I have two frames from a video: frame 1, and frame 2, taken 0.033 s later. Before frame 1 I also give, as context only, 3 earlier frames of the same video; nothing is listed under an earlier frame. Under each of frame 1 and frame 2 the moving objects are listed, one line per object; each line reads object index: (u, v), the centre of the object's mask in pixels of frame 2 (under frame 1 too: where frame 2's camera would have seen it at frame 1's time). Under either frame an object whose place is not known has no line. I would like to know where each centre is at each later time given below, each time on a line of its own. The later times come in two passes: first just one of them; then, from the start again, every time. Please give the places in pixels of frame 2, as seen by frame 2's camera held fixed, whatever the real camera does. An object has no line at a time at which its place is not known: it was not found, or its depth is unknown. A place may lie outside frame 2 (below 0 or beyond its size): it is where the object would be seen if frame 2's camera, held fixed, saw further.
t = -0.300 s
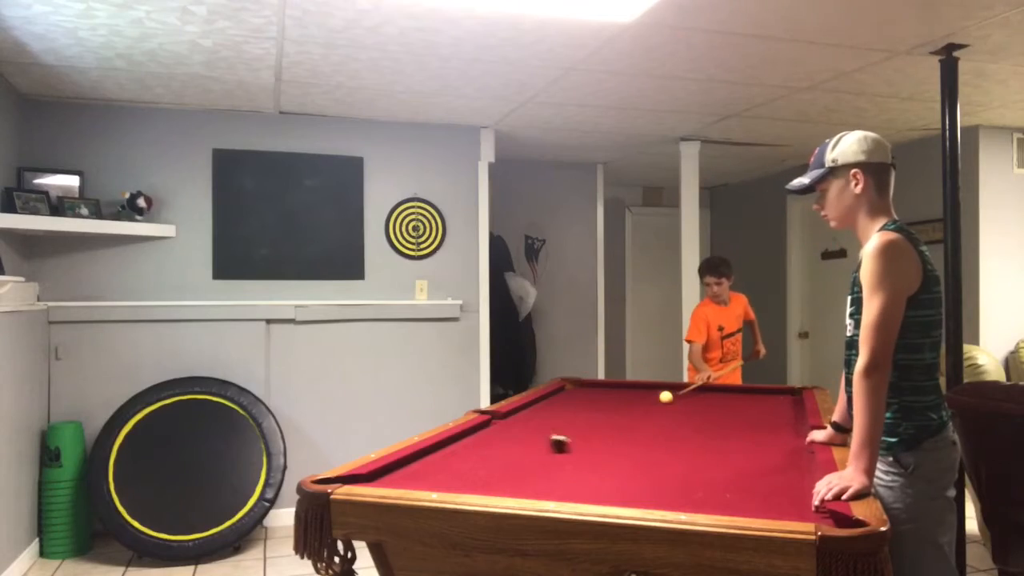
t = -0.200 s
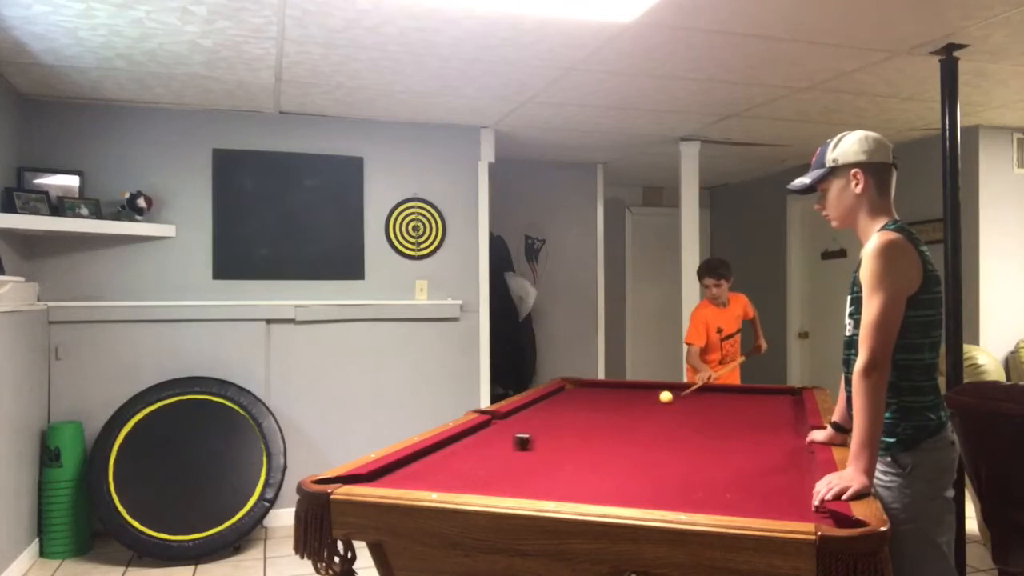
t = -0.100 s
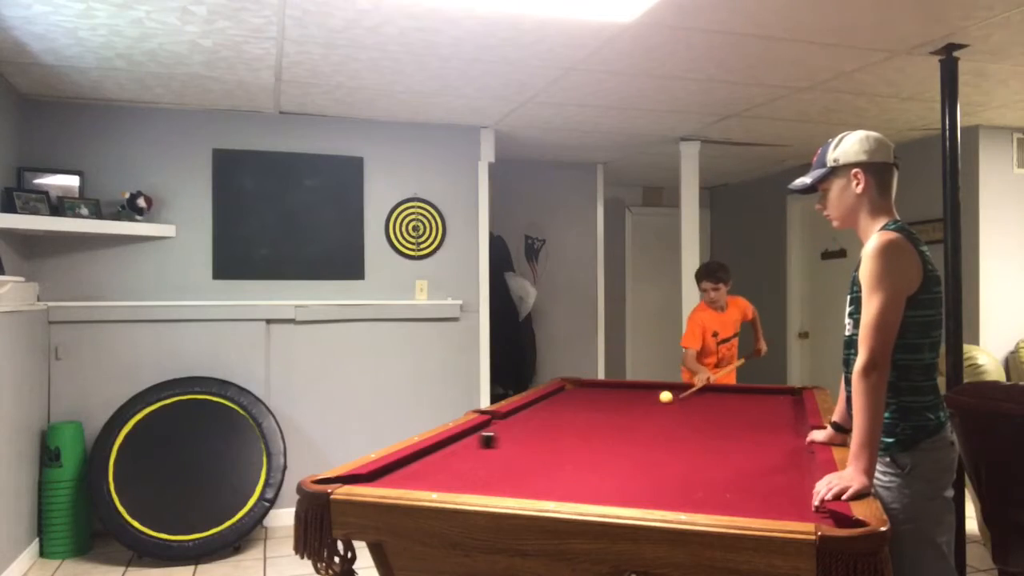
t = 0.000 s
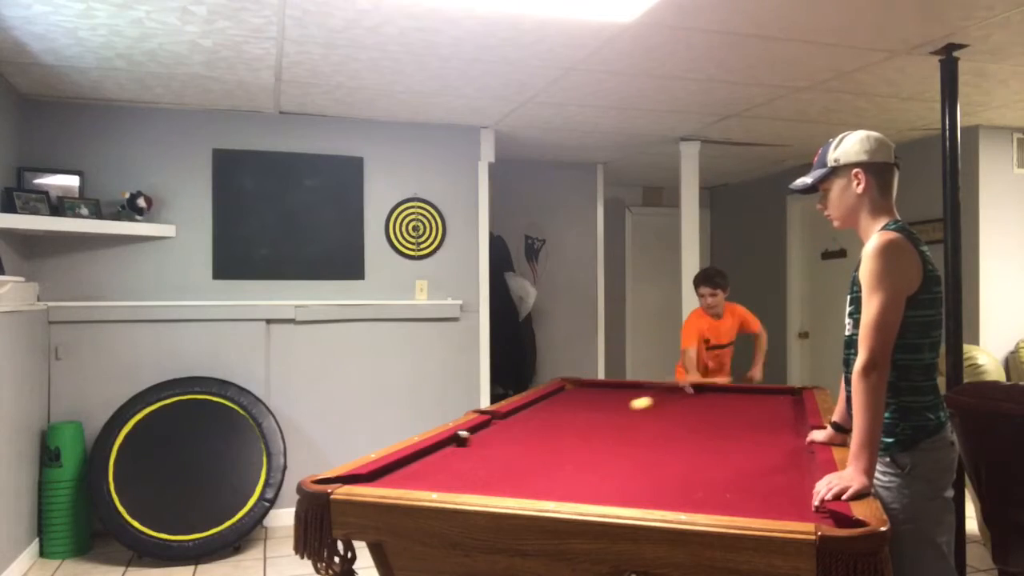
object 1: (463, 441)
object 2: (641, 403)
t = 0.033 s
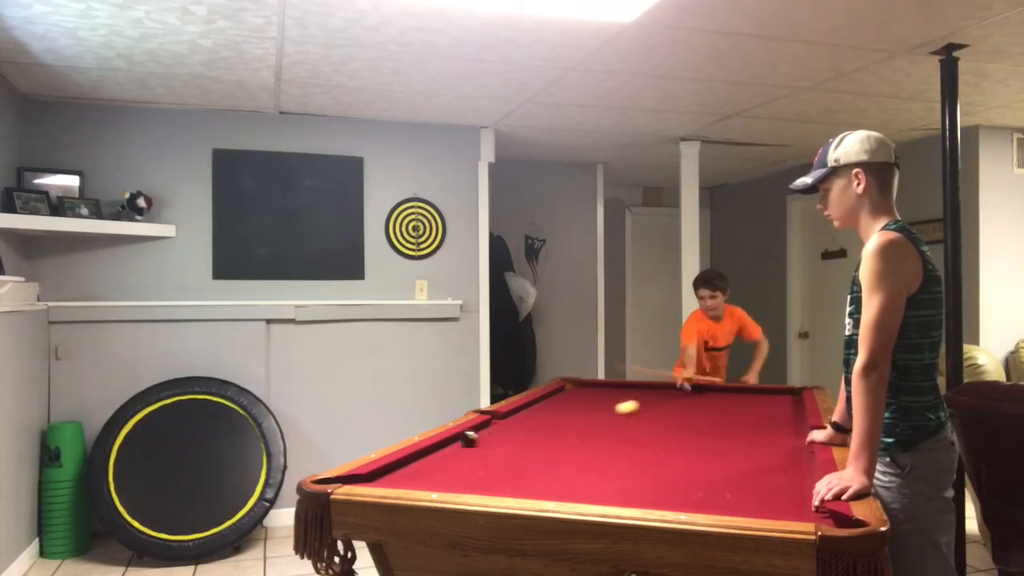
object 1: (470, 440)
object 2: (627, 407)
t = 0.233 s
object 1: (507, 442)
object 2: (528, 436)
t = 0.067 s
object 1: (476, 440)
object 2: (612, 411)
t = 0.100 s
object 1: (483, 440)
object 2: (596, 415)
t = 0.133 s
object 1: (489, 441)
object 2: (580, 420)
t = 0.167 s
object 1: (496, 441)
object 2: (563, 426)
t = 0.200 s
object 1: (502, 441)
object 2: (545, 430)
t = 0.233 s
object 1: (507, 442)
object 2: (528, 436)
